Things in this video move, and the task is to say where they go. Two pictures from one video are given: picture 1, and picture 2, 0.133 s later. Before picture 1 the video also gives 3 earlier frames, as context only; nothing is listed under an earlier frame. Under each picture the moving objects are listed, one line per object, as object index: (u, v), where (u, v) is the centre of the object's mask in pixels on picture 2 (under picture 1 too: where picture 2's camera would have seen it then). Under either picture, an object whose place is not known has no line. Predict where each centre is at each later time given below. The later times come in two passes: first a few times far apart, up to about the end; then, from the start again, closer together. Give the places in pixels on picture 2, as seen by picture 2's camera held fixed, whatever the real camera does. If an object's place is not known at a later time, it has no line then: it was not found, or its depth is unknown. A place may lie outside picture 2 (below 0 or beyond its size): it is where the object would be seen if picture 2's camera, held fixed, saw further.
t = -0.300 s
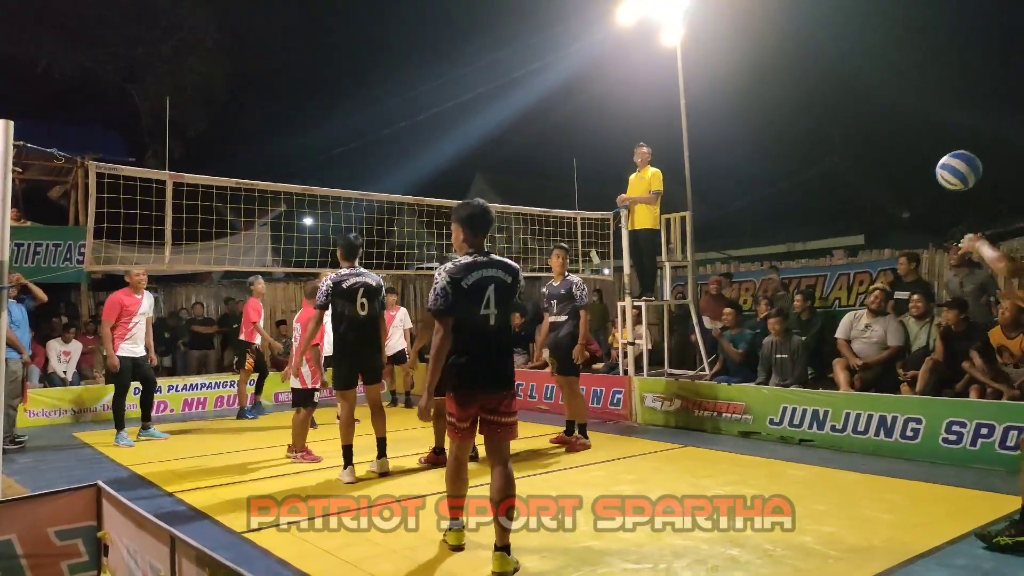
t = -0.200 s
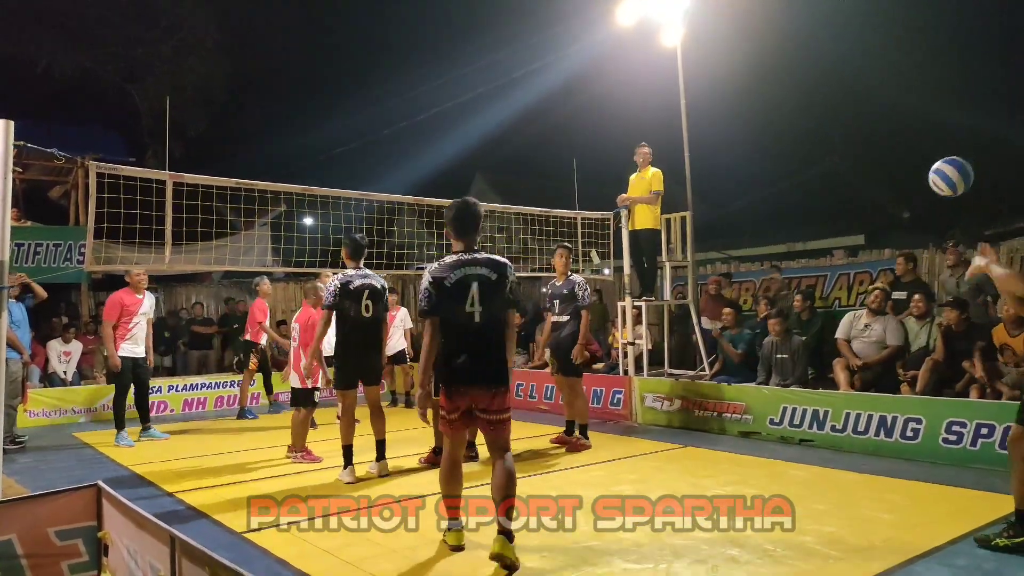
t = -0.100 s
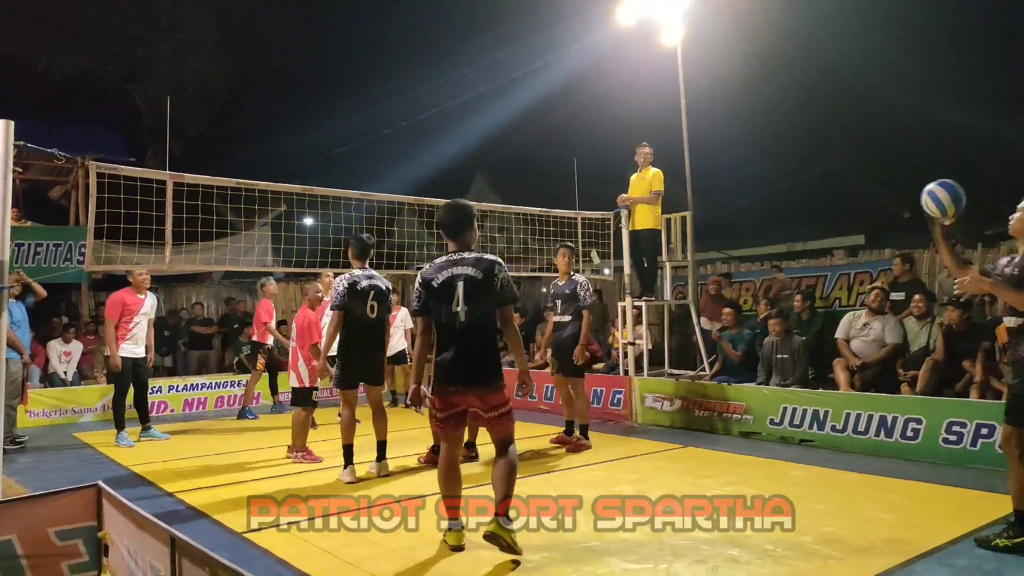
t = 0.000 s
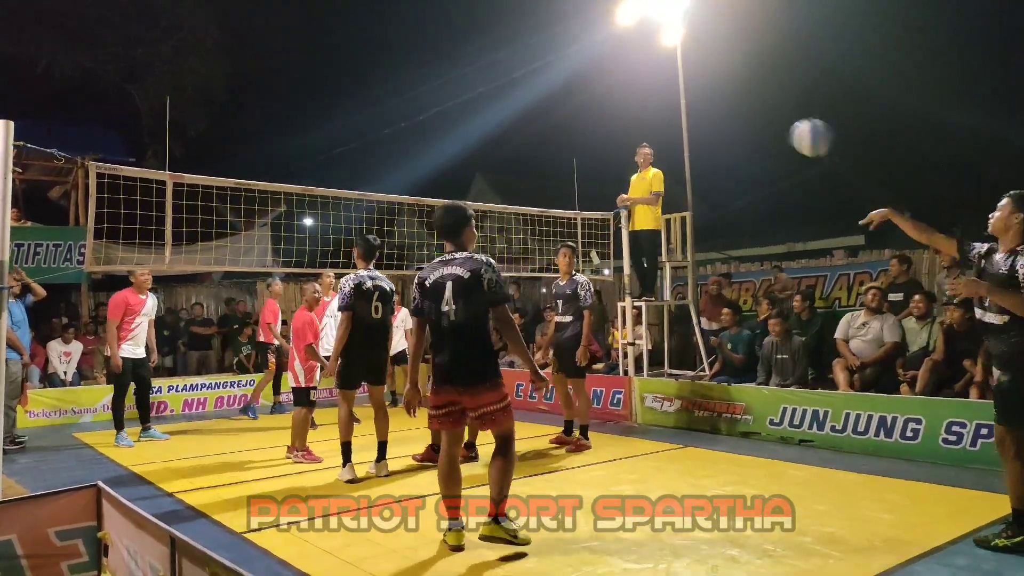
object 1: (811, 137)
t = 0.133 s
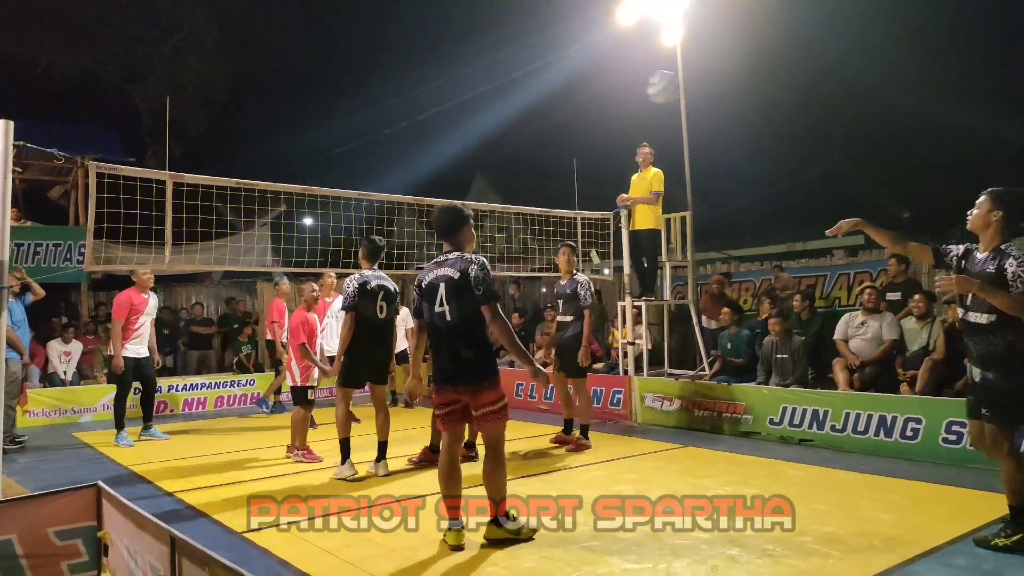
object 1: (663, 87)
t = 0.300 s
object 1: (530, 72)
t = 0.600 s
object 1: (372, 122)
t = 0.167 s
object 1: (630, 80)
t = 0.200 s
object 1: (603, 75)
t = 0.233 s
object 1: (579, 73)
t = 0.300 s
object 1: (530, 72)
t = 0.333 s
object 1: (509, 72)
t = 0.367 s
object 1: (488, 75)
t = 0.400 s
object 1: (468, 79)
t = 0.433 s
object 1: (450, 83)
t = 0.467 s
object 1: (432, 90)
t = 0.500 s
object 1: (416, 97)
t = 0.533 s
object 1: (401, 104)
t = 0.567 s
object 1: (386, 113)
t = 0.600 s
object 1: (372, 122)
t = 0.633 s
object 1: (359, 132)
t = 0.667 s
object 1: (347, 142)
